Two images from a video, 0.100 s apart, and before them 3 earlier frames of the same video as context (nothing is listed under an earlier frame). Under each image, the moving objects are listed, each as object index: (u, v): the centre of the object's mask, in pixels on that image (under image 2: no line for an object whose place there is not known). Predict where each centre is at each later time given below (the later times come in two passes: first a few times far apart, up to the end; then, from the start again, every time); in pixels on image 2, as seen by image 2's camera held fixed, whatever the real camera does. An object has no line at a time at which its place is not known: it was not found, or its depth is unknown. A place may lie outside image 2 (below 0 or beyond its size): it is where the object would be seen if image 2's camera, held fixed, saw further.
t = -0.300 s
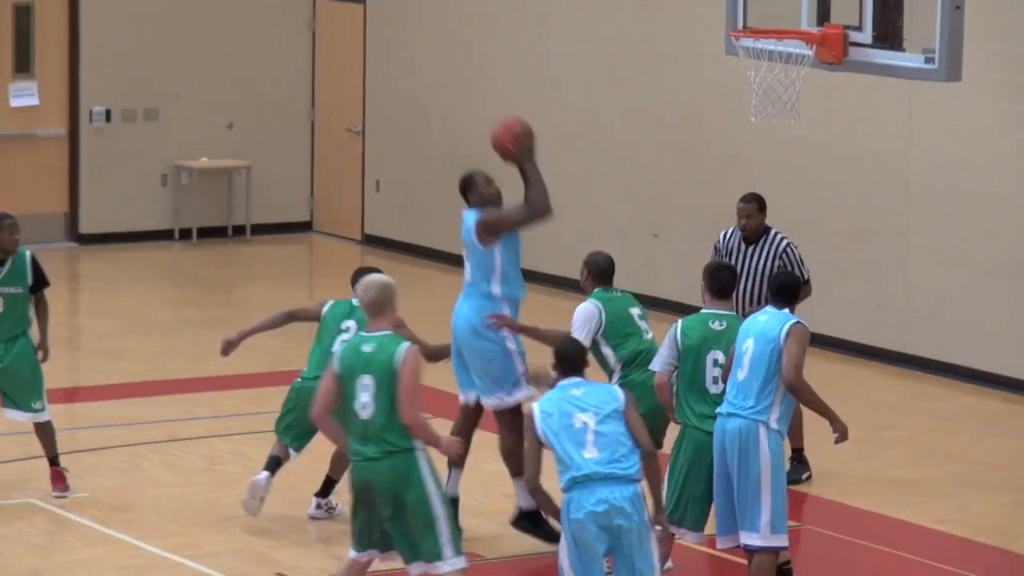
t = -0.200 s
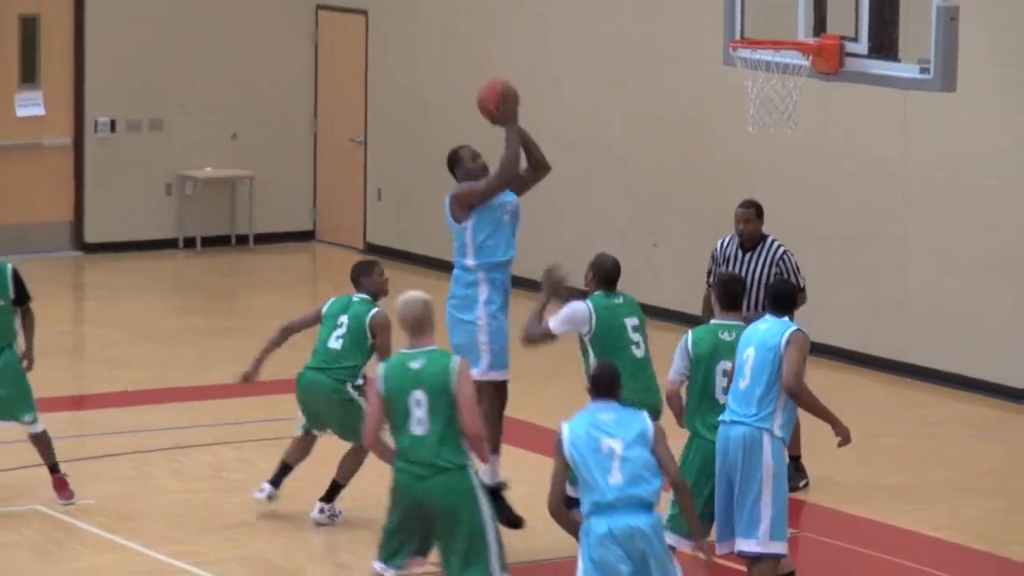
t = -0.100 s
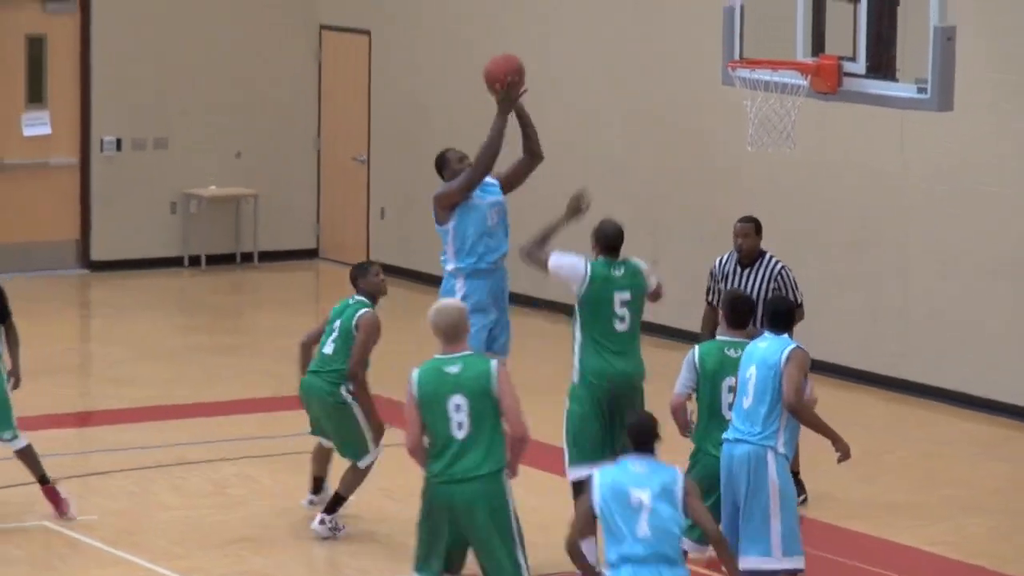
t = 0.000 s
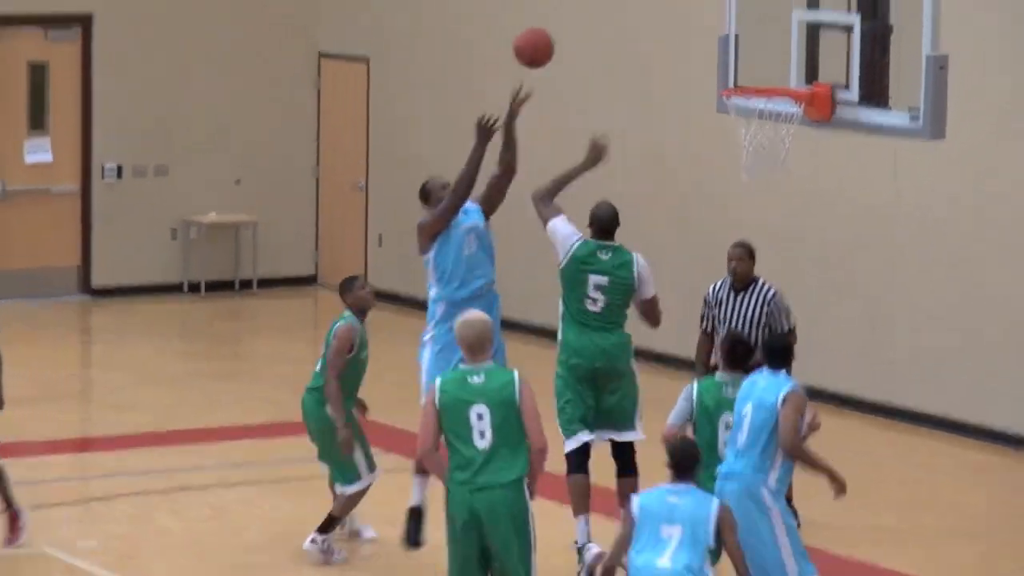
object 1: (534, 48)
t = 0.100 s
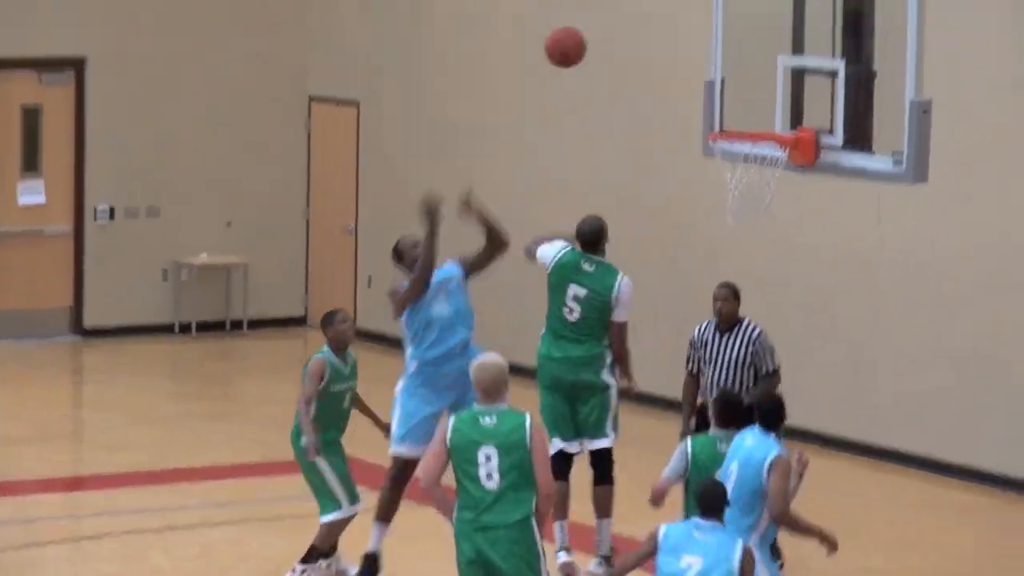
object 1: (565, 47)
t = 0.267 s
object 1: (640, 10)
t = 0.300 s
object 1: (657, 8)
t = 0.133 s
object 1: (581, 35)
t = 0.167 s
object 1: (595, 26)
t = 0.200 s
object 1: (610, 19)
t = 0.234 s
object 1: (625, 13)
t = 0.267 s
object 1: (640, 10)
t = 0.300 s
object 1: (657, 8)
